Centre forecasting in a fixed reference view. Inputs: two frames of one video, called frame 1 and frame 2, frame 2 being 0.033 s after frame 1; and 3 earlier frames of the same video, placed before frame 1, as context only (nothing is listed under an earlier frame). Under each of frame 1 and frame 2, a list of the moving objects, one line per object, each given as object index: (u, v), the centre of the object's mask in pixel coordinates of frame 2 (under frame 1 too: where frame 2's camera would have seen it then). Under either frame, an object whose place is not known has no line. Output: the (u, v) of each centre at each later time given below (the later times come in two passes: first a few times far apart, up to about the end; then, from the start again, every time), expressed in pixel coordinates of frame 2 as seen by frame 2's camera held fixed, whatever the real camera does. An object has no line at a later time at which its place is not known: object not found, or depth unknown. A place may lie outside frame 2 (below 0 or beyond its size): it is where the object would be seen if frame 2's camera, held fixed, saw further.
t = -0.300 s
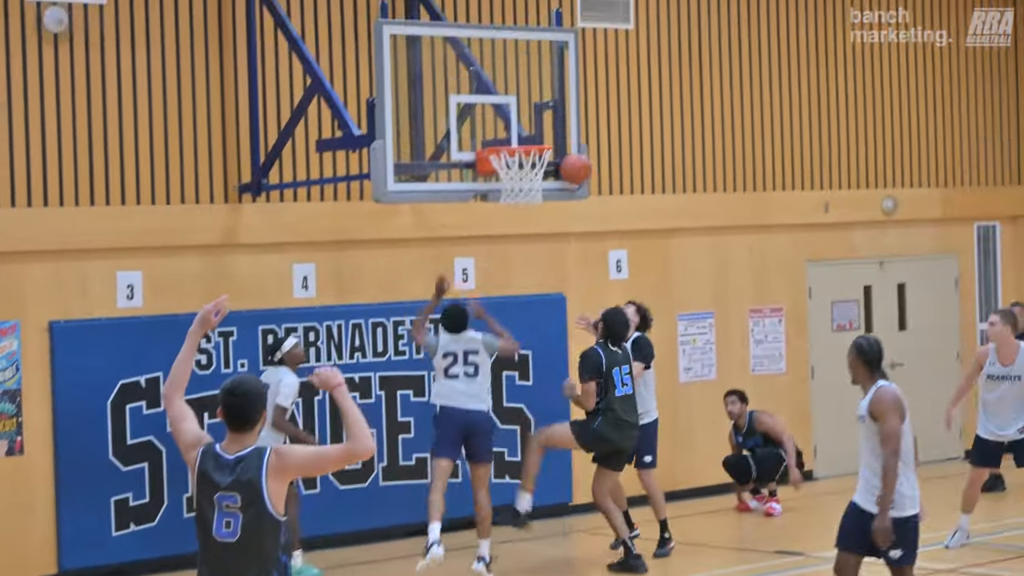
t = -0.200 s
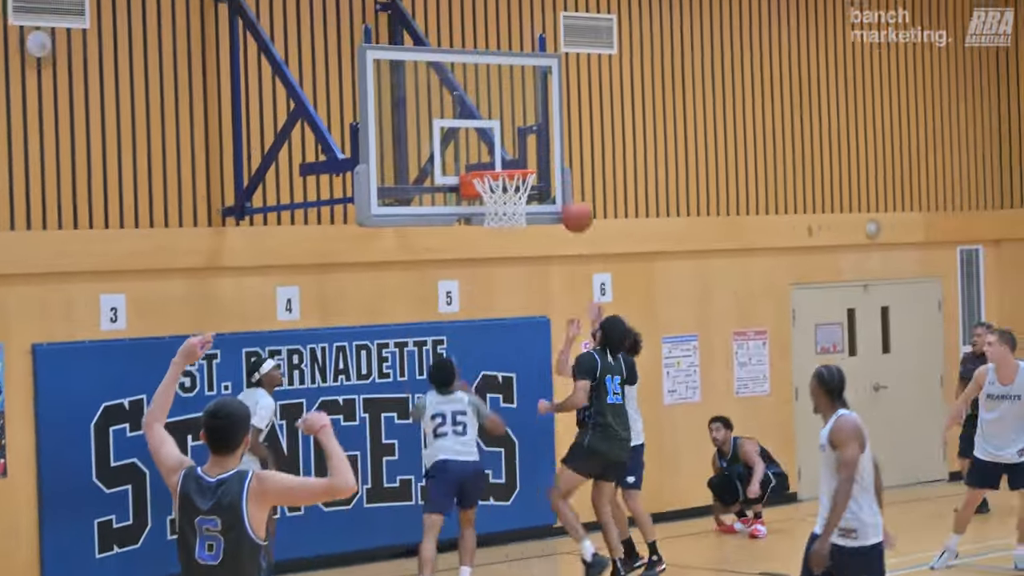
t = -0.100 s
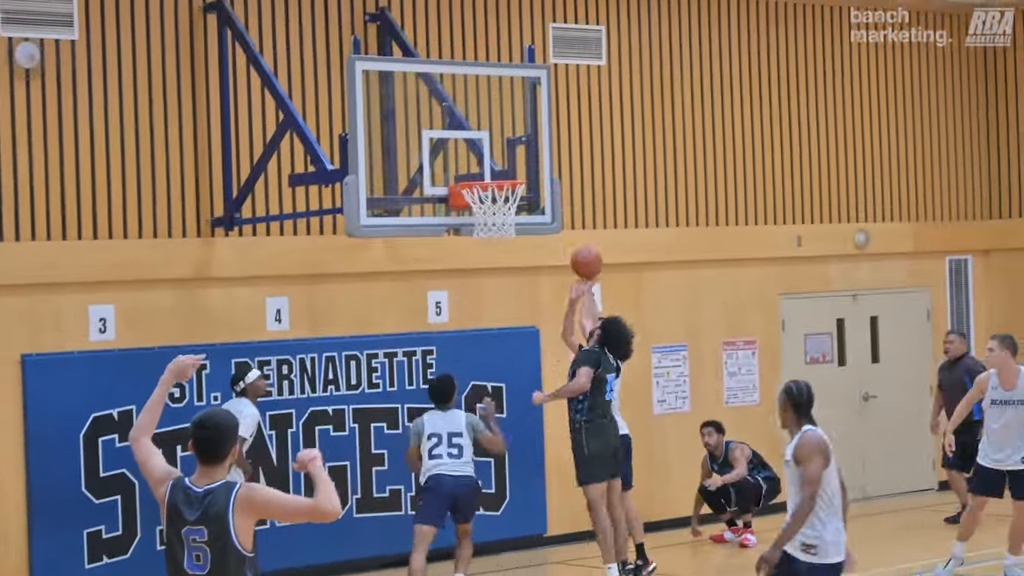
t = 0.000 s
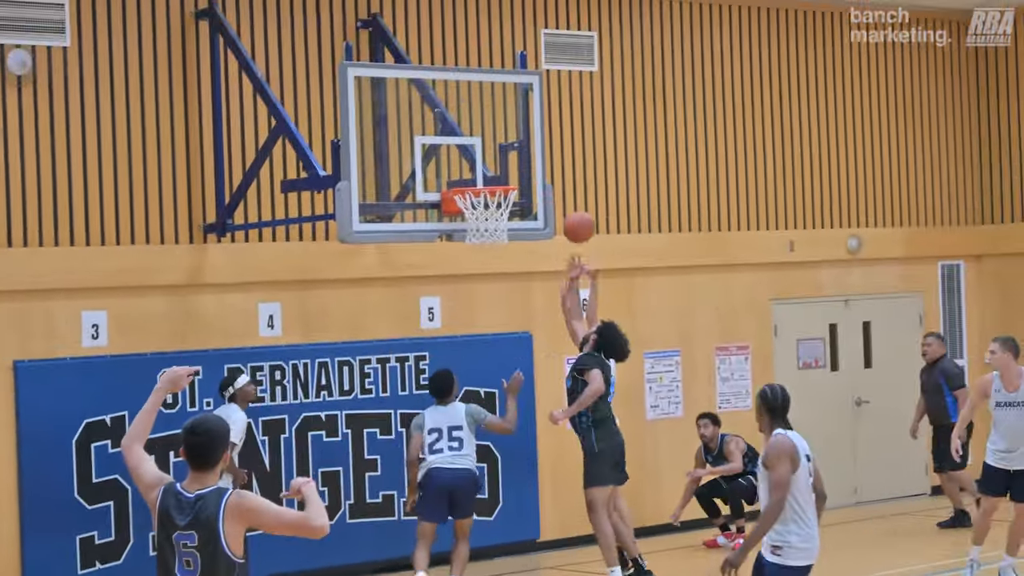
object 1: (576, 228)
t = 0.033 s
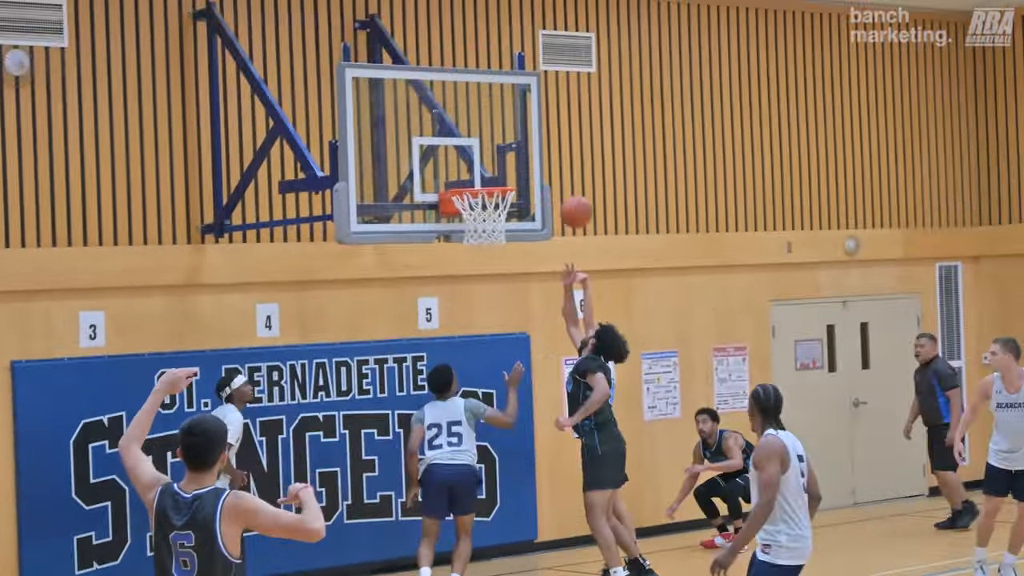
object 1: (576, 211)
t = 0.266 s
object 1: (576, 131)
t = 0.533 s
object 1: (579, 130)
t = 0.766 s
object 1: (586, 224)
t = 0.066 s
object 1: (576, 197)
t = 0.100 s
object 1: (575, 182)
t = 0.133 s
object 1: (575, 169)
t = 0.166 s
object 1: (575, 157)
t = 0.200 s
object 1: (576, 147)
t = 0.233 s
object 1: (576, 138)
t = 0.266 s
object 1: (576, 131)
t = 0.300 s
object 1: (576, 125)
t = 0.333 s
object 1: (576, 121)
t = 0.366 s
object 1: (576, 119)
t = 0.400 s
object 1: (576, 118)
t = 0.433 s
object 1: (577, 119)
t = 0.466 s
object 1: (577, 121)
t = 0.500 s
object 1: (577, 125)
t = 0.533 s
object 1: (579, 130)
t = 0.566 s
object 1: (579, 137)
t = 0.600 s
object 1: (581, 148)
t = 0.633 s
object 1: (582, 159)
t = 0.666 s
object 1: (583, 172)
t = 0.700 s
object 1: (583, 187)
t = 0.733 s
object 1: (584, 205)
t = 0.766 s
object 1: (586, 224)
